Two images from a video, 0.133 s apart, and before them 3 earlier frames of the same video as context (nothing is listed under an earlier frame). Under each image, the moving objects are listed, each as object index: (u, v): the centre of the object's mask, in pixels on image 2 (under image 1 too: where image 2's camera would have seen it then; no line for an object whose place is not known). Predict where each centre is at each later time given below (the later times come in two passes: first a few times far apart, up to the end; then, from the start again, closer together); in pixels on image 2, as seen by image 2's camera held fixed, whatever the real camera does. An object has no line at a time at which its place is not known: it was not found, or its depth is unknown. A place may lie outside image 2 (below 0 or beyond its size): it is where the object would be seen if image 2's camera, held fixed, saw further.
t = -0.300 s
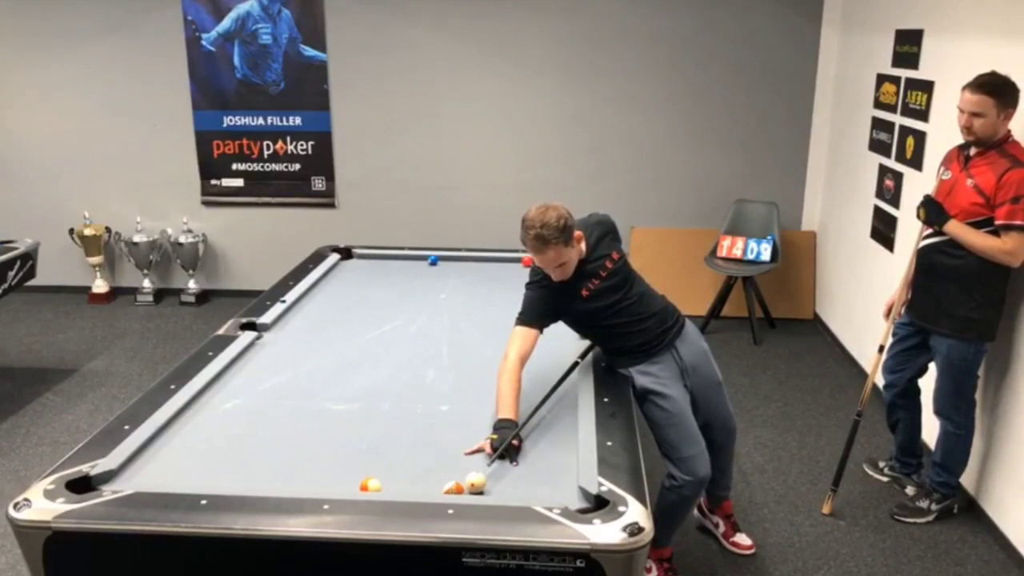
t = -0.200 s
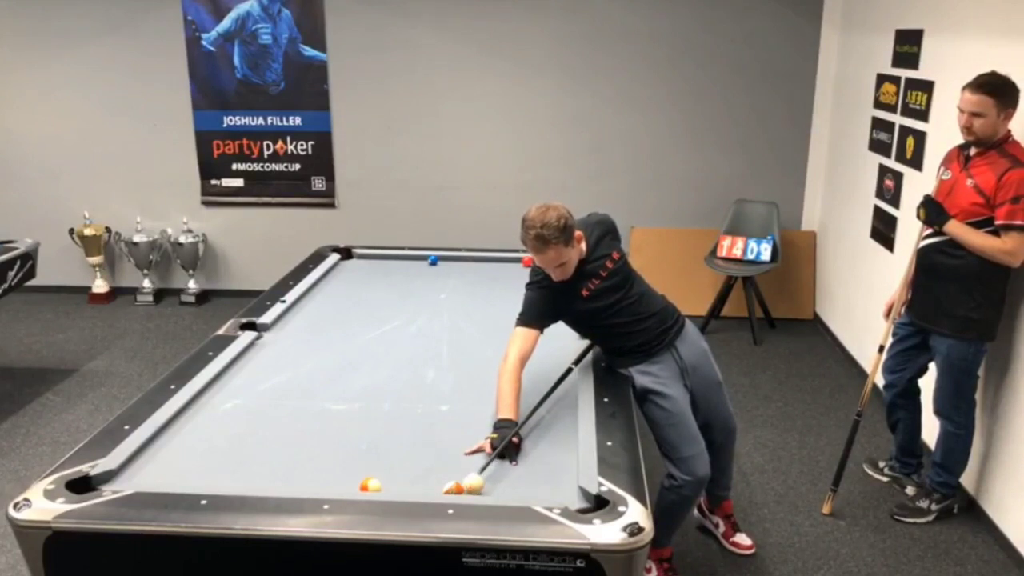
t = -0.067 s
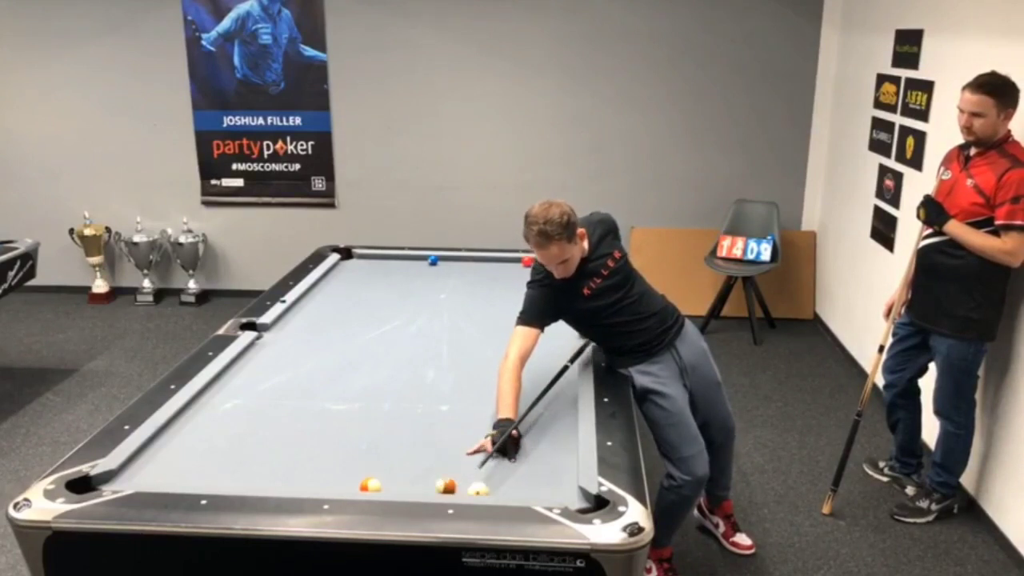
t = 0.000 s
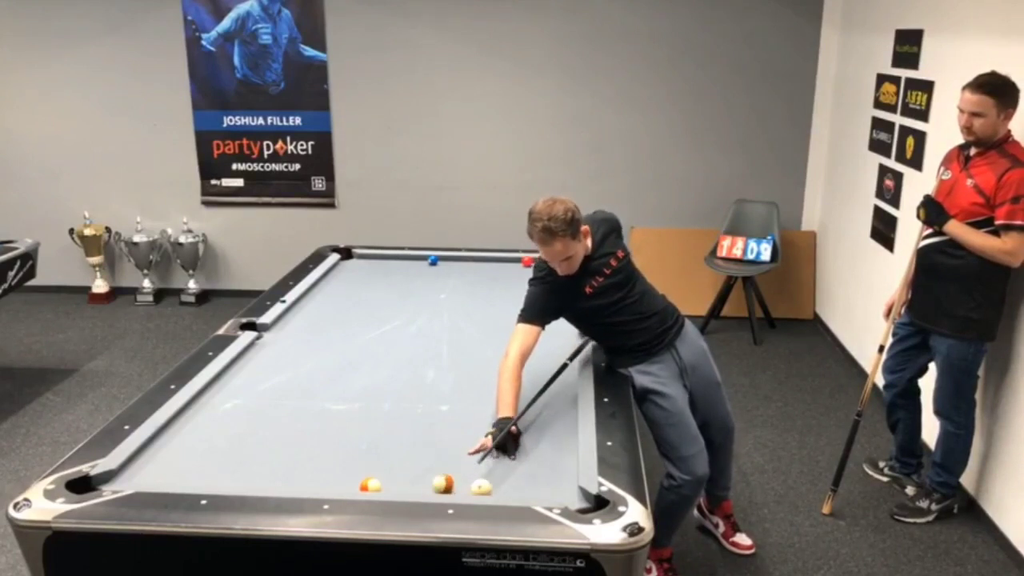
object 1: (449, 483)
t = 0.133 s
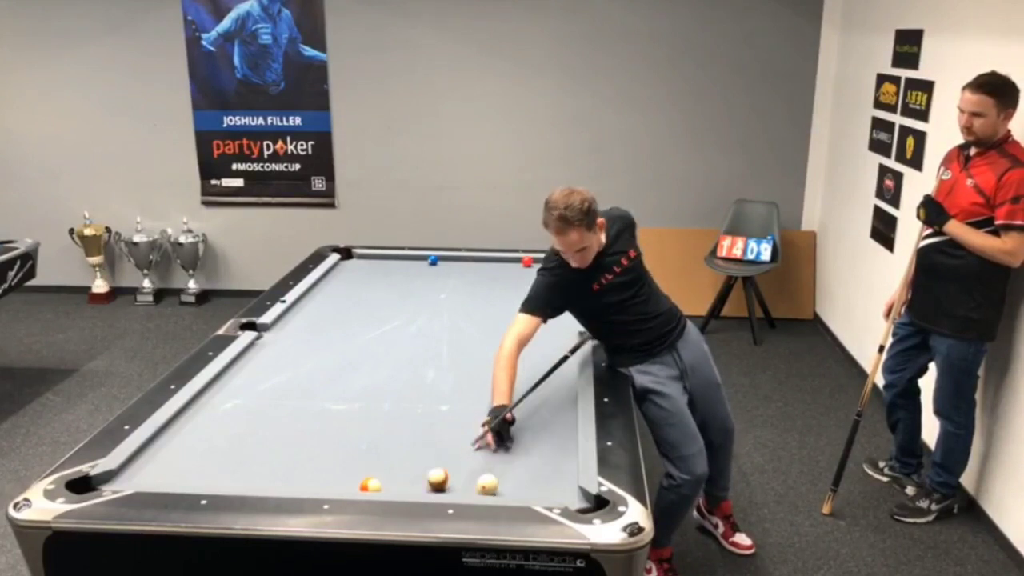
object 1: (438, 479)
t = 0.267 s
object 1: (432, 473)
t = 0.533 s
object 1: (424, 465)
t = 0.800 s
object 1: (415, 456)
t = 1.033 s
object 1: (408, 449)
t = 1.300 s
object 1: (402, 442)
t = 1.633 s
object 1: (395, 436)
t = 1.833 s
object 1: (391, 432)
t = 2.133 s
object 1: (387, 428)
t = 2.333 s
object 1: (383, 425)
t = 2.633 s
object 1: (381, 422)
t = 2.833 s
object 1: (379, 421)
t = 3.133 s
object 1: (378, 420)
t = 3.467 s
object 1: (377, 418)
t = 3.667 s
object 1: (377, 419)
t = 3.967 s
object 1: (377, 419)
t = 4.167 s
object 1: (377, 418)
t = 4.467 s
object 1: (377, 418)
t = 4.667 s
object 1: (377, 418)
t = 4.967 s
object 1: (377, 418)
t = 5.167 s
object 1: (377, 418)
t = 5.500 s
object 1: (377, 418)
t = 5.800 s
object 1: (377, 418)
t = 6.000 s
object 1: (377, 418)
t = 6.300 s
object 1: (377, 418)
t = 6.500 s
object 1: (377, 418)
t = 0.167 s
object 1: (437, 478)
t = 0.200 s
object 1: (435, 476)
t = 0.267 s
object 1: (432, 473)
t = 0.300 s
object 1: (431, 472)
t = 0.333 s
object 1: (429, 469)
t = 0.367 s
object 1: (428, 469)
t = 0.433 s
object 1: (427, 468)
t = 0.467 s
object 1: (426, 467)
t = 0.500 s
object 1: (425, 466)
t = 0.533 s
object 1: (424, 465)
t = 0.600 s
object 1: (421, 462)
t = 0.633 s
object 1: (420, 461)
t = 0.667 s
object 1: (419, 460)
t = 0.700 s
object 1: (418, 459)
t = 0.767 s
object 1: (416, 457)
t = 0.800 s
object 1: (415, 456)
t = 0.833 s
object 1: (414, 455)
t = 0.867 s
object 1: (413, 454)
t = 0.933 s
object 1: (411, 452)
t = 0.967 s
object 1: (410, 451)
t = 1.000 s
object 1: (409, 450)
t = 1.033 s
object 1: (408, 449)
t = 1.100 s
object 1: (407, 448)
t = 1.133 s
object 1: (406, 447)
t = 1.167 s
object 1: (405, 446)
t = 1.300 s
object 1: (402, 442)
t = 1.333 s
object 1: (402, 442)
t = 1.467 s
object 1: (398, 439)
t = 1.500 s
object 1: (397, 438)
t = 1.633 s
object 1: (395, 436)
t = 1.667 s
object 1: (394, 435)
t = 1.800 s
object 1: (392, 433)
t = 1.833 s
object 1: (391, 432)
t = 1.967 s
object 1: (389, 430)
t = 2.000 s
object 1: (388, 429)
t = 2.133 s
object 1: (387, 428)
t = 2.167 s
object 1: (385, 427)
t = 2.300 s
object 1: (384, 425)
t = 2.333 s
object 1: (383, 425)
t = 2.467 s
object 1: (382, 424)
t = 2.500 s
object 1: (382, 424)
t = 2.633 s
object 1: (381, 422)
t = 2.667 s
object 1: (380, 422)
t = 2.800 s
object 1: (379, 421)
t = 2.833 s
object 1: (379, 421)
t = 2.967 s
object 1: (379, 420)
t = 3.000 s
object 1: (378, 420)
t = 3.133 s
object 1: (378, 420)
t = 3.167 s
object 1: (378, 420)
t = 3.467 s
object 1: (377, 418)
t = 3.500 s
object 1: (377, 419)
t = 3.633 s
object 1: (377, 419)
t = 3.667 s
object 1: (377, 419)
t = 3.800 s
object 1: (377, 419)
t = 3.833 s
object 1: (377, 419)
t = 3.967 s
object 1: (377, 419)
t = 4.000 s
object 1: (377, 419)
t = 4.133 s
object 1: (377, 418)
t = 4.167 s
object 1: (377, 418)
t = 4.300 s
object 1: (377, 418)
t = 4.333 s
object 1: (377, 418)
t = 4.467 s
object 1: (377, 418)
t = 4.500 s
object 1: (377, 418)
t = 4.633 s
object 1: (377, 418)
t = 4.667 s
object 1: (377, 418)
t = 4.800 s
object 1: (378, 418)
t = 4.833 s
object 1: (378, 418)
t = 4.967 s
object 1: (377, 418)
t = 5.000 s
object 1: (377, 418)
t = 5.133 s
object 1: (377, 418)
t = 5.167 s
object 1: (377, 418)
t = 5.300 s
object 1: (377, 418)
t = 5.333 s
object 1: (377, 418)
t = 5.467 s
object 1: (377, 418)
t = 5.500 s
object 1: (377, 418)
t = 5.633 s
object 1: (377, 418)
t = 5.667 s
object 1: (377, 418)
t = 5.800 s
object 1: (377, 418)
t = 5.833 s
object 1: (377, 418)
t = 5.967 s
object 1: (377, 418)
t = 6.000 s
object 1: (377, 418)
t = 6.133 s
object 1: (377, 418)
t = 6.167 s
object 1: (377, 418)
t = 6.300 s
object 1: (377, 418)
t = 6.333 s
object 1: (377, 418)
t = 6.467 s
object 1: (377, 418)
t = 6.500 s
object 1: (377, 418)
